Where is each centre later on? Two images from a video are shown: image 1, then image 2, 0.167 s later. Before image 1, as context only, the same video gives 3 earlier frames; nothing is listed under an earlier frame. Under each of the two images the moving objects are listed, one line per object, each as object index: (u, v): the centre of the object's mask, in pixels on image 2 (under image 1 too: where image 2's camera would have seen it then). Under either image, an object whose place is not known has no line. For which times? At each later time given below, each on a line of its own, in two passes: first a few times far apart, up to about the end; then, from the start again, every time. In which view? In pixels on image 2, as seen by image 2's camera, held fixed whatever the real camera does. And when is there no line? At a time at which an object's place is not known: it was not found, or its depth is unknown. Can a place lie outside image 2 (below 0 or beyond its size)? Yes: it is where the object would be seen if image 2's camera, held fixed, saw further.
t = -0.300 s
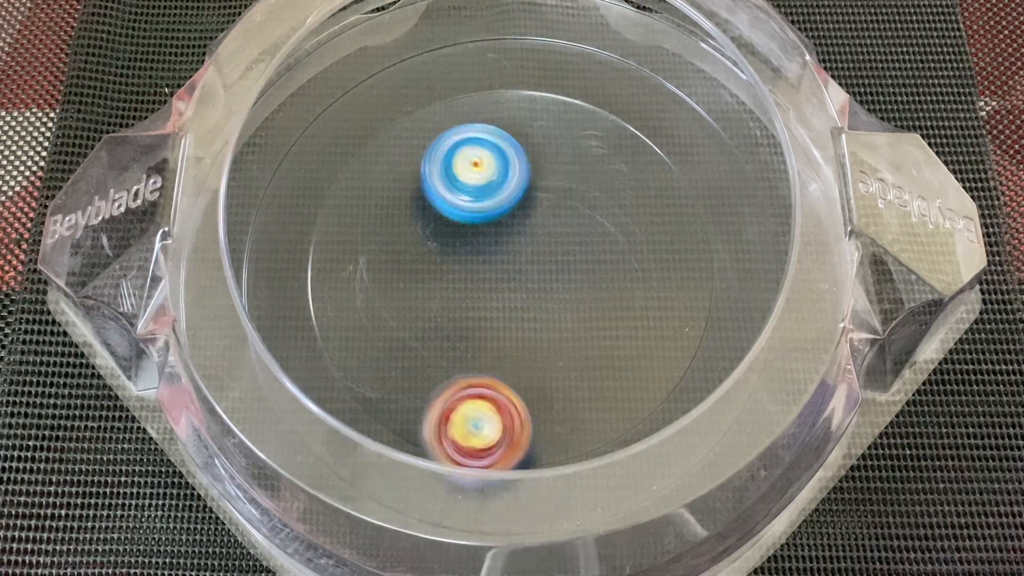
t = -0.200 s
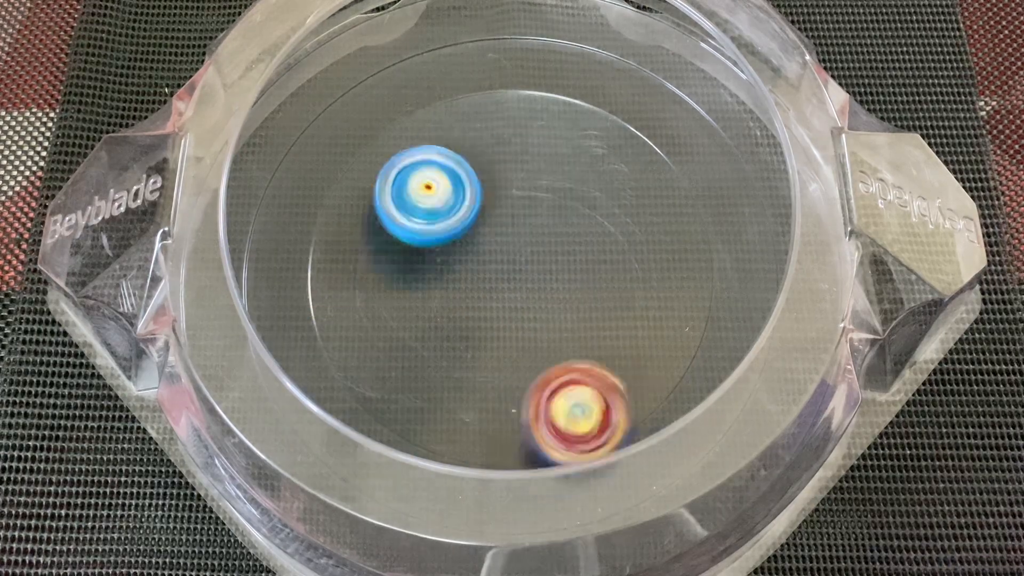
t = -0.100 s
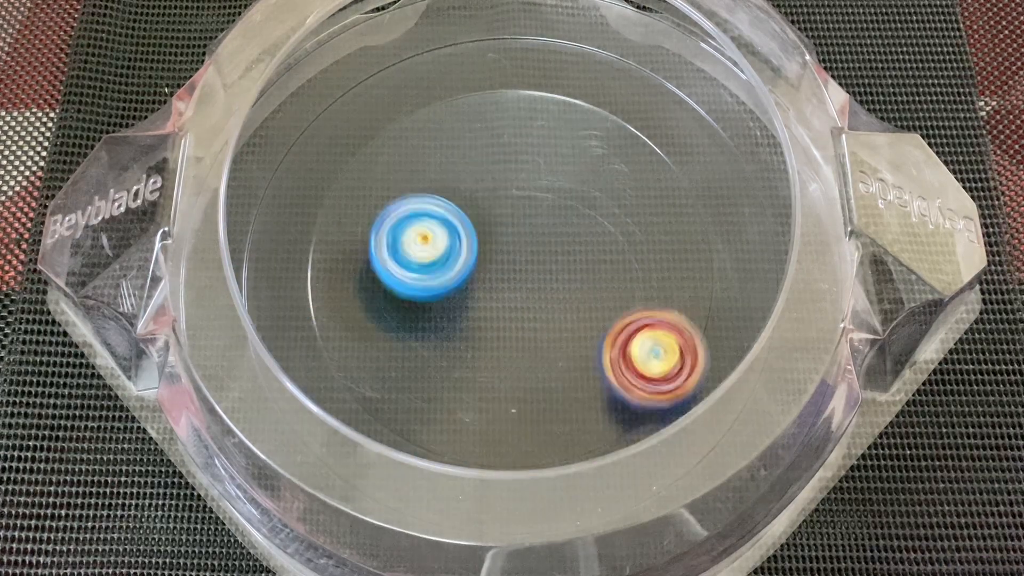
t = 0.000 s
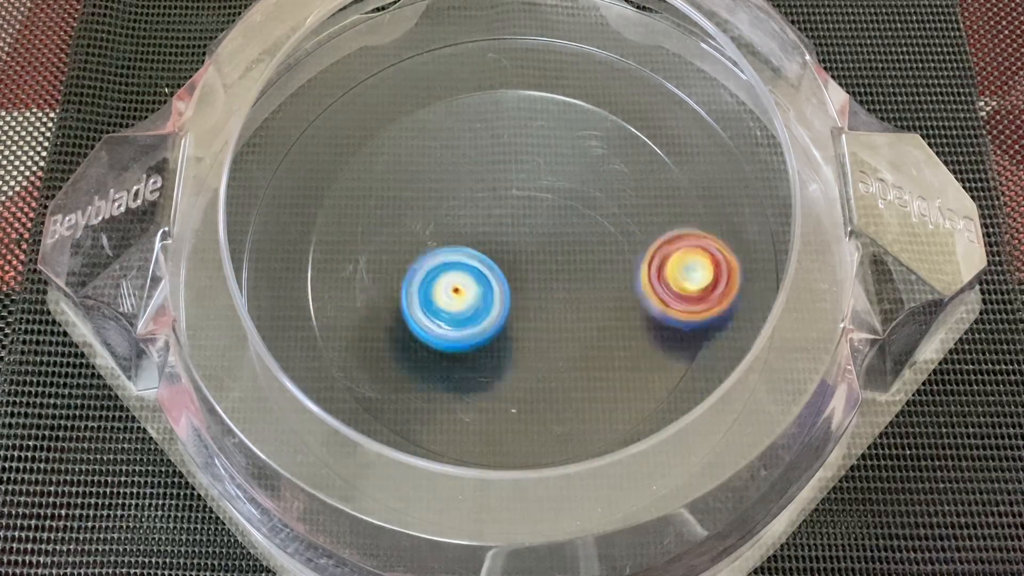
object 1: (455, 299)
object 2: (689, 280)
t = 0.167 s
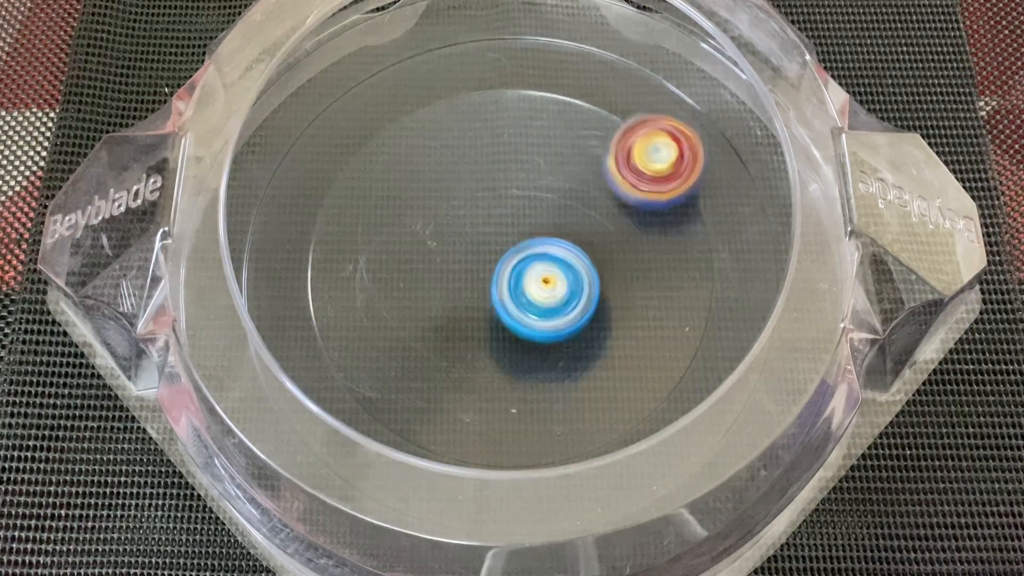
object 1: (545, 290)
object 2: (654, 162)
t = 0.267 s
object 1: (564, 235)
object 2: (587, 114)
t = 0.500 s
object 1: (493, 228)
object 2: (397, 126)
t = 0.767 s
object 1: (534, 305)
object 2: (365, 326)
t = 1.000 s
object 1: (535, 221)
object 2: (552, 393)
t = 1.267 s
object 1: (492, 307)
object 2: (657, 227)
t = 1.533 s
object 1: (548, 249)
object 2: (493, 137)
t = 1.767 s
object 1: (511, 257)
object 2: (391, 271)
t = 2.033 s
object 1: (515, 280)
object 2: (536, 402)
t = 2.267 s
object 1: (502, 261)
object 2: (652, 283)
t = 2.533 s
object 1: (494, 273)
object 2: (506, 167)
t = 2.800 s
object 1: (520, 268)
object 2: (365, 269)
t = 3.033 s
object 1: (517, 266)
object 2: (480, 380)
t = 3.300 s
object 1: (496, 246)
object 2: (633, 277)
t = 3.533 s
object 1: (476, 254)
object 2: (586, 153)
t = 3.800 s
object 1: (503, 338)
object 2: (422, 155)
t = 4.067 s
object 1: (552, 336)
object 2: (411, 303)
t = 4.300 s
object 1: (619, 287)
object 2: (520, 349)
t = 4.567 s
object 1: (659, 204)
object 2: (555, 267)
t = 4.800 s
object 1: (594, 197)
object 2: (455, 223)
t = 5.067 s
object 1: (525, 239)
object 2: (452, 332)
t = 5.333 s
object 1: (514, 225)
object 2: (570, 354)
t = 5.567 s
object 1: (487, 232)
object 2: (601, 269)
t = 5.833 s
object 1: (417, 233)
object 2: (528, 233)
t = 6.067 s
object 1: (411, 257)
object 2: (511, 307)
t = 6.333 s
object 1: (466, 258)
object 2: (598, 290)
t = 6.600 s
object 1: (447, 239)
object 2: (607, 238)
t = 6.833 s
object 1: (429, 276)
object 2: (644, 244)
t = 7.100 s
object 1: (498, 332)
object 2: (614, 276)
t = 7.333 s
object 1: (455, 312)
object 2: (565, 284)
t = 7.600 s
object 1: (340, 296)
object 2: (532, 268)
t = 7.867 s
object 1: (275, 212)
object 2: (477, 274)
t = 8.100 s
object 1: (320, 120)
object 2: (503, 291)
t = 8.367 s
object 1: (426, 52)
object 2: (521, 247)
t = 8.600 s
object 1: (559, 46)
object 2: (494, 247)
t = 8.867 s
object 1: (692, 108)
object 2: (518, 289)
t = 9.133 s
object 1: (758, 247)
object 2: (540, 265)
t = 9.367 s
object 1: (729, 387)
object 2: (493, 265)
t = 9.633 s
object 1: (586, 489)
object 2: (499, 296)
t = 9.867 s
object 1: (422, 488)
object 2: (524, 264)
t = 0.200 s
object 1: (557, 273)
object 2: (634, 142)
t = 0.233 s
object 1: (563, 255)
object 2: (613, 127)
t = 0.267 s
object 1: (564, 235)
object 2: (587, 114)
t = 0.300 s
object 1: (561, 217)
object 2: (560, 108)
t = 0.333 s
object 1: (553, 202)
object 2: (531, 104)
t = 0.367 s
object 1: (545, 200)
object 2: (503, 101)
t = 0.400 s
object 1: (537, 205)
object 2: (474, 96)
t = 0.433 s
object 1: (525, 211)
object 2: (447, 101)
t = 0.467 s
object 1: (509, 219)
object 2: (421, 110)
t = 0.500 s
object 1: (493, 228)
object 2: (397, 126)
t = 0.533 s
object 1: (481, 238)
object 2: (378, 142)
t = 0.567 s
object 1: (473, 249)
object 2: (361, 166)
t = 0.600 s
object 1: (473, 263)
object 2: (349, 189)
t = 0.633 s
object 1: (476, 276)
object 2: (341, 217)
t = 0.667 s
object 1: (486, 290)
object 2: (339, 243)
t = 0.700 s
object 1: (501, 301)
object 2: (342, 273)
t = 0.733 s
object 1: (517, 305)
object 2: (351, 299)
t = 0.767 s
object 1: (534, 305)
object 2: (365, 326)
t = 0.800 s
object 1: (551, 298)
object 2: (383, 347)
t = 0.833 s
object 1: (563, 286)
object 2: (405, 368)
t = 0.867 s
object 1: (570, 271)
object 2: (432, 382)
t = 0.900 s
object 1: (571, 254)
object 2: (461, 394)
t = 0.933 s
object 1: (563, 240)
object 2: (491, 397)
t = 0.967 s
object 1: (552, 229)
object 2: (522, 401)
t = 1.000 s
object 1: (535, 221)
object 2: (552, 393)
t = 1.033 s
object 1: (516, 221)
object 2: (579, 385)
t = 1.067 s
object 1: (499, 225)
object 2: (604, 367)
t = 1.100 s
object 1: (484, 235)
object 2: (625, 351)
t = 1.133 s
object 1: (475, 248)
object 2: (641, 327)
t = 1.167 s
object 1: (470, 262)
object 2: (655, 305)
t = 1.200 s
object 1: (471, 280)
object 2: (660, 278)
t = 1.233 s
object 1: (480, 294)
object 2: (663, 253)
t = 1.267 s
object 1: (492, 307)
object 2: (657, 227)
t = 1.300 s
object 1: (509, 314)
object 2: (648, 202)
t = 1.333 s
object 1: (527, 314)
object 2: (635, 183)
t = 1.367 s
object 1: (543, 310)
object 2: (616, 164)
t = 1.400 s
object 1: (556, 297)
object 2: (595, 151)
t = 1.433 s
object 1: (561, 284)
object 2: (570, 139)
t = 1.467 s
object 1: (562, 269)
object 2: (546, 134)
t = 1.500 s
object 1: (555, 256)
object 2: (517, 133)
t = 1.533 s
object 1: (548, 249)
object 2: (493, 137)
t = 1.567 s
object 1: (537, 244)
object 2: (467, 148)
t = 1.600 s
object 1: (528, 243)
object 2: (444, 160)
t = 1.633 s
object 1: (520, 242)
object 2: (425, 178)
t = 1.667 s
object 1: (514, 245)
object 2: (408, 198)
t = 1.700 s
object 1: (511, 248)
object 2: (398, 222)
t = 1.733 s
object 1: (509, 252)
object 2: (390, 245)
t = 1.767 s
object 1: (511, 257)
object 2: (391, 271)
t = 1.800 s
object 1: (512, 263)
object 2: (394, 296)
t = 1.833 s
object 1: (516, 268)
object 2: (404, 317)
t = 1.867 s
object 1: (517, 274)
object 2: (419, 343)
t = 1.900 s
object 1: (519, 279)
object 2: (437, 359)
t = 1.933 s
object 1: (517, 283)
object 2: (460, 377)
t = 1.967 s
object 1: (518, 284)
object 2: (483, 388)
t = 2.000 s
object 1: (517, 281)
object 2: (508, 397)
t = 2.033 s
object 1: (515, 280)
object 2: (536, 402)
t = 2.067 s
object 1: (512, 276)
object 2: (564, 396)
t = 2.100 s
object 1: (509, 274)
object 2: (590, 390)
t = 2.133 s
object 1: (505, 269)
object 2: (612, 374)
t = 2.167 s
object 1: (504, 267)
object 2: (632, 354)
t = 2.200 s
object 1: (503, 264)
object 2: (645, 333)
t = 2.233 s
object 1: (503, 263)
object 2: (650, 307)
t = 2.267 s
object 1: (502, 261)
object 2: (652, 283)
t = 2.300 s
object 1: (503, 262)
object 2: (646, 259)
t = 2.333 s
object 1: (503, 262)
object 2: (634, 236)
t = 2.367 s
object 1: (504, 263)
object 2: (619, 217)
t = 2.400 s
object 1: (503, 264)
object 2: (599, 201)
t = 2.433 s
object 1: (504, 265)
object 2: (578, 187)
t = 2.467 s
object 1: (501, 266)
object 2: (554, 179)
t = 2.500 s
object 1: (499, 270)
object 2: (529, 171)
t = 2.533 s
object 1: (494, 273)
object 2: (506, 167)
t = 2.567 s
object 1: (494, 272)
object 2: (482, 171)
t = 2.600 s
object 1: (492, 271)
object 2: (457, 176)
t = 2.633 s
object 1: (496, 271)
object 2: (435, 183)
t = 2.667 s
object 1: (501, 271)
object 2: (414, 196)
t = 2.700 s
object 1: (506, 269)
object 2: (396, 208)
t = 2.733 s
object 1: (512, 269)
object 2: (383, 226)
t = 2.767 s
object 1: (515, 267)
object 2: (372, 248)
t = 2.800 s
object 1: (520, 268)
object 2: (365, 269)
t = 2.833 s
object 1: (521, 268)
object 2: (367, 292)
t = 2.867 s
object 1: (522, 268)
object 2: (375, 316)
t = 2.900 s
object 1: (522, 268)
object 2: (387, 336)
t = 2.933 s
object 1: (520, 268)
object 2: (405, 355)
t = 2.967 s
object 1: (520, 268)
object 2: (428, 370)
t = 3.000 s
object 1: (518, 267)
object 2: (451, 377)
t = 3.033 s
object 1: (517, 266)
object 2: (480, 380)
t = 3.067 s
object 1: (515, 266)
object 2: (507, 380)
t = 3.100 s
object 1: (515, 265)
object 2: (532, 372)
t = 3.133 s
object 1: (515, 264)
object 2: (556, 361)
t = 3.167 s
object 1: (512, 259)
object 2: (576, 348)
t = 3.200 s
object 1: (513, 256)
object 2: (593, 330)
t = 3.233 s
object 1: (512, 255)
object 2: (606, 310)
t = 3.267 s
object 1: (506, 250)
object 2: (619, 293)
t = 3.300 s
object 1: (496, 246)
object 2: (633, 277)
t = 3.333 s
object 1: (489, 244)
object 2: (637, 259)
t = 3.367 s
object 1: (484, 244)
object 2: (639, 240)
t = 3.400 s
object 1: (480, 246)
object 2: (636, 222)
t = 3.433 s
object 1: (477, 248)
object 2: (630, 202)
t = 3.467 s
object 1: (476, 250)
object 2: (618, 182)
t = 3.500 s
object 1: (475, 253)
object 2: (605, 166)
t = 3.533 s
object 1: (476, 254)
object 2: (586, 153)
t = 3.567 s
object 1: (477, 256)
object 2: (564, 145)
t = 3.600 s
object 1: (479, 258)
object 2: (541, 140)
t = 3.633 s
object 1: (481, 259)
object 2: (518, 142)
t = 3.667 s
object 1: (483, 261)
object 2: (494, 150)
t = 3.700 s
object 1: (486, 262)
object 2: (472, 162)
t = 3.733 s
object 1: (489, 288)
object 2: (453, 153)
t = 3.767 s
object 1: (496, 316)
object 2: (438, 150)
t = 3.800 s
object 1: (503, 338)
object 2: (422, 155)
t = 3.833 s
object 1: (509, 354)
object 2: (407, 166)
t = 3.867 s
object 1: (519, 362)
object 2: (396, 182)
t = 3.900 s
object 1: (527, 364)
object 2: (387, 199)
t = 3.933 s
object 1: (534, 362)
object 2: (383, 220)
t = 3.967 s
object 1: (540, 356)
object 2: (385, 242)
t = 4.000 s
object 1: (545, 350)
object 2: (388, 265)
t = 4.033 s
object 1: (549, 344)
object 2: (398, 285)
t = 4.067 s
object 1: (552, 336)
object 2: (411, 303)
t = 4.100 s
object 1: (554, 327)
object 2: (428, 318)
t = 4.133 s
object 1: (562, 321)
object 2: (443, 329)
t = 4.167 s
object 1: (584, 314)
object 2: (449, 337)
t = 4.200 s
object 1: (600, 306)
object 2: (461, 343)
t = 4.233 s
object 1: (608, 300)
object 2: (480, 348)
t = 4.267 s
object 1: (613, 294)
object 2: (502, 350)
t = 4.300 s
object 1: (619, 287)
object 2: (520, 349)
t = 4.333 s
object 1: (646, 270)
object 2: (518, 349)
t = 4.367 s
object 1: (664, 254)
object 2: (520, 345)
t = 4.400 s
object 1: (674, 241)
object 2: (526, 338)
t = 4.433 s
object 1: (678, 232)
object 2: (535, 329)
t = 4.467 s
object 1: (676, 224)
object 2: (545, 316)
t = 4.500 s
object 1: (672, 216)
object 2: (554, 301)
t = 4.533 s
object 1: (666, 209)
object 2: (557, 284)
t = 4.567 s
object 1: (659, 204)
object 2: (555, 267)
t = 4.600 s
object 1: (649, 200)
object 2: (549, 251)
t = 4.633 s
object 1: (638, 196)
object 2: (539, 238)
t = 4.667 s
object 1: (629, 193)
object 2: (524, 227)
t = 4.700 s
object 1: (623, 192)
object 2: (507, 221)
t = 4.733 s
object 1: (614, 193)
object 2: (489, 217)
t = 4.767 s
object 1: (604, 195)
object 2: (472, 218)
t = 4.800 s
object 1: (594, 197)
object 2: (455, 223)
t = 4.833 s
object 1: (584, 202)
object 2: (441, 231)
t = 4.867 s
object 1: (574, 208)
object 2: (429, 243)
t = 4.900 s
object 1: (563, 214)
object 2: (421, 258)
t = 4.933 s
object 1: (552, 220)
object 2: (419, 273)
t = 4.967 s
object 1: (541, 228)
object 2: (424, 289)
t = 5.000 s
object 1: (532, 235)
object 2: (434, 304)
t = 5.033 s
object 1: (522, 242)
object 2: (447, 316)
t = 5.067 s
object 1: (525, 239)
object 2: (452, 332)
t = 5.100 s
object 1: (525, 240)
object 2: (462, 343)
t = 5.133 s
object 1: (523, 242)
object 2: (477, 350)
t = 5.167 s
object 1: (519, 246)
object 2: (496, 353)
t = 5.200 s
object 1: (516, 249)
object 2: (513, 353)
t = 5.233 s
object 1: (515, 238)
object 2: (527, 362)
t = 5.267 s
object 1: (514, 230)
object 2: (542, 364)
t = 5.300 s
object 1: (514, 225)
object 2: (556, 362)
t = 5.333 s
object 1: (514, 225)
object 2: (570, 354)
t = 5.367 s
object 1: (514, 227)
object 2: (582, 342)
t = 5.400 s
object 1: (515, 233)
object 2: (591, 327)
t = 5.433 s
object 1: (514, 239)
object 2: (596, 312)
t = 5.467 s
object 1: (504, 233)
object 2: (604, 305)
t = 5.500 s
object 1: (496, 231)
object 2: (606, 295)
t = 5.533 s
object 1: (491, 231)
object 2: (606, 283)
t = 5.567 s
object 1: (487, 232)
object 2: (601, 269)
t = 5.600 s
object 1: (485, 235)
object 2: (592, 257)
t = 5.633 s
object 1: (473, 234)
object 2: (588, 247)
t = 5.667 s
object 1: (456, 232)
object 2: (584, 241)
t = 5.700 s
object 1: (445, 232)
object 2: (576, 236)
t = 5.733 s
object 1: (440, 231)
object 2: (564, 232)
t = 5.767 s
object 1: (437, 231)
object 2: (548, 229)
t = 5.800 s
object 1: (427, 232)
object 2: (537, 230)
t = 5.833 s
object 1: (417, 233)
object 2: (528, 233)
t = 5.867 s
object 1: (411, 235)
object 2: (517, 239)
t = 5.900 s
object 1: (400, 237)
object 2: (511, 248)
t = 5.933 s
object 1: (396, 240)
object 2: (505, 261)
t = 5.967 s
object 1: (395, 243)
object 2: (503, 274)
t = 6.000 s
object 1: (398, 247)
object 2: (502, 286)
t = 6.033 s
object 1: (403, 252)
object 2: (505, 298)
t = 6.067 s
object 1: (411, 257)
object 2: (511, 307)
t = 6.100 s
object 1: (418, 260)
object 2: (521, 315)
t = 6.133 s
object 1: (425, 261)
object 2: (532, 320)
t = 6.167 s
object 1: (433, 263)
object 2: (546, 322)
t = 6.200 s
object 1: (443, 264)
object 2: (558, 320)
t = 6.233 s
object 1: (453, 266)
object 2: (567, 314)
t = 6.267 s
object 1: (464, 268)
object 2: (574, 304)
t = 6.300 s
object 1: (472, 268)
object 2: (579, 293)
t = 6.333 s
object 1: (466, 258)
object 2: (598, 290)
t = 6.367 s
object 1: (463, 250)
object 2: (610, 282)
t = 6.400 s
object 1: (462, 243)
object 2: (614, 274)
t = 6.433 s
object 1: (465, 240)
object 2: (616, 264)
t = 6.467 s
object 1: (469, 239)
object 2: (611, 255)
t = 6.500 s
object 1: (475, 239)
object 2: (605, 247)
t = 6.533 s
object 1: (481, 241)
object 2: (592, 241)
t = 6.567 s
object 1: (475, 242)
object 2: (589, 237)
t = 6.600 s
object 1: (447, 239)
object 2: (607, 238)
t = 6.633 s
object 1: (425, 238)
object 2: (619, 237)
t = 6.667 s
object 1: (409, 240)
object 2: (627, 236)
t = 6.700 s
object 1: (403, 244)
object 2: (635, 238)
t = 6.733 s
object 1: (403, 249)
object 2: (640, 239)
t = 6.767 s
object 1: (409, 257)
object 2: (644, 239)
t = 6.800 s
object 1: (418, 266)
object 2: (647, 241)
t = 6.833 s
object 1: (429, 276)
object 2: (644, 244)
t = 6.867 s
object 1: (445, 288)
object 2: (638, 246)
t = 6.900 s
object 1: (462, 299)
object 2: (631, 251)
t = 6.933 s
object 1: (481, 309)
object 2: (621, 256)
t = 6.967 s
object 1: (502, 316)
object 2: (609, 262)
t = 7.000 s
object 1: (510, 320)
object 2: (607, 266)
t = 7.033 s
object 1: (503, 328)
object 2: (610, 269)
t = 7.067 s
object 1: (498, 332)
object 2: (616, 274)
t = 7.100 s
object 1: (498, 332)
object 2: (614, 276)
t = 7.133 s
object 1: (500, 331)
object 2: (610, 281)
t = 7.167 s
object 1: (501, 328)
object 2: (601, 283)
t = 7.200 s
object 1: (495, 326)
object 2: (597, 286)
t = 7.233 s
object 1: (484, 322)
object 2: (592, 284)
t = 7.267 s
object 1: (471, 318)
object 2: (585, 285)
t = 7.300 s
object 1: (462, 315)
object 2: (575, 283)
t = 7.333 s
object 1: (455, 312)
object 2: (565, 284)
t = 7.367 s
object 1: (451, 310)
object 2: (555, 283)
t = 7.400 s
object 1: (442, 308)
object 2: (549, 284)
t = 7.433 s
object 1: (435, 307)
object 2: (542, 282)
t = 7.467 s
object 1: (420, 304)
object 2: (538, 283)
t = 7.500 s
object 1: (394, 303)
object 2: (543, 278)
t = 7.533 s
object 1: (374, 301)
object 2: (542, 276)
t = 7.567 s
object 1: (357, 299)
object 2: (537, 271)
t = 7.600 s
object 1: (340, 296)
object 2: (532, 268)
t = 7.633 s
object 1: (326, 292)
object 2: (524, 264)
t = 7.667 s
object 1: (316, 288)
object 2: (518, 262)
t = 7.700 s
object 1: (310, 283)
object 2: (511, 262)
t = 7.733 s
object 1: (303, 276)
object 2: (504, 262)
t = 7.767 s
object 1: (295, 265)
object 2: (495, 264)
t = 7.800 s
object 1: (287, 251)
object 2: (489, 265)
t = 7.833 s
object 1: (279, 232)
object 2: (483, 271)
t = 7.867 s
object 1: (275, 212)
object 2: (477, 274)
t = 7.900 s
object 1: (268, 192)
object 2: (476, 281)
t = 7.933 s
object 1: (278, 180)
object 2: (476, 286)
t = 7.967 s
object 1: (287, 167)
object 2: (480, 291)
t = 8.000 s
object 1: (296, 154)
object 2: (483, 294)
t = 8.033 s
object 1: (302, 140)
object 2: (491, 295)
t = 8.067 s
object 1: (308, 126)
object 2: (497, 295)
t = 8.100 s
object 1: (320, 120)
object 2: (503, 291)
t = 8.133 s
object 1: (330, 114)
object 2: (510, 290)
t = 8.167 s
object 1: (342, 105)
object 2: (513, 284)
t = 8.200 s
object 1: (354, 92)
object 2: (519, 279)
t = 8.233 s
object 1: (368, 80)
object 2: (522, 272)
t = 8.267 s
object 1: (385, 67)
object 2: (524, 265)
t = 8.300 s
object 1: (400, 57)
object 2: (524, 259)
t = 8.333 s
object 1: (414, 54)
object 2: (523, 251)
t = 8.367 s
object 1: (426, 52)
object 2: (521, 247)
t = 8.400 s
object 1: (441, 50)
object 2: (516, 241)
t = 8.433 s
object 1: (459, 47)
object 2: (513, 238)
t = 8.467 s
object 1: (478, 45)
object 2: (508, 236)
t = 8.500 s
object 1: (498, 44)
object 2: (505, 236)
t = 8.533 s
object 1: (519, 44)
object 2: (501, 239)
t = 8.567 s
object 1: (539, 44)
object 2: (496, 241)
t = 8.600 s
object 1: (559, 46)
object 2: (494, 247)
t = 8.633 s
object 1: (579, 48)
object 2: (492, 253)
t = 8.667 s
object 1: (600, 52)
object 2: (493, 259)
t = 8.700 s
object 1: (619, 58)
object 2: (495, 265)
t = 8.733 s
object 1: (638, 66)
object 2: (498, 271)
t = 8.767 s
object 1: (654, 75)
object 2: (502, 278)
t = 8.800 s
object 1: (664, 86)
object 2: (506, 281)
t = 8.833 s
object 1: (677, 96)
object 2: (511, 287)
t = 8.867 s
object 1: (692, 108)
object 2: (518, 289)
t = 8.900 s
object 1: (705, 122)
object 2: (526, 290)
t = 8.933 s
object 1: (717, 139)
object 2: (531, 290)
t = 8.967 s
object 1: (728, 156)
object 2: (537, 287)
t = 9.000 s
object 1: (737, 173)
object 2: (542, 285)
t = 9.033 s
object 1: (743, 192)
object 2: (544, 281)
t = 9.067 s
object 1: (752, 211)
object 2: (546, 276)
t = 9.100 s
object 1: (750, 230)
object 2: (544, 271)
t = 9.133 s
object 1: (758, 247)
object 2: (540, 265)
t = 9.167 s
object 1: (759, 266)
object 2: (535, 263)
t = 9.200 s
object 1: (760, 287)
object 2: (527, 260)
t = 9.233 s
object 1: (757, 307)
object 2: (521, 260)
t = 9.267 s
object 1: (752, 327)
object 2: (514, 260)
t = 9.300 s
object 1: (745, 348)
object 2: (508, 260)
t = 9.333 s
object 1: (736, 366)
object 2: (501, 263)
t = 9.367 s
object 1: (729, 387)
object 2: (493, 265)
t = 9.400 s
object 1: (713, 403)
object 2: (489, 269)
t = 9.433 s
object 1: (699, 421)
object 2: (485, 274)
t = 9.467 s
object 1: (683, 437)
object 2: (483, 278)
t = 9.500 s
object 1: (666, 450)
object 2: (480, 285)
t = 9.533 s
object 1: (648, 461)
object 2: (481, 289)
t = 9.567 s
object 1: (626, 473)
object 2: (486, 295)
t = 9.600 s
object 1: (606, 483)
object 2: (492, 297)
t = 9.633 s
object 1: (586, 489)
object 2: (499, 296)
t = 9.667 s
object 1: (563, 497)
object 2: (505, 296)
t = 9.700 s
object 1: (538, 500)
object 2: (509, 291)
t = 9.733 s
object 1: (516, 499)
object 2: (515, 288)
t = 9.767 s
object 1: (493, 498)
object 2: (519, 282)
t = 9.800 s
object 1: (469, 498)
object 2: (522, 276)
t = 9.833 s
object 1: (445, 494)
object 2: (524, 271)
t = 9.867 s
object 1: (422, 488)
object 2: (524, 264)
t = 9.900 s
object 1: (404, 477)
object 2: (525, 259)
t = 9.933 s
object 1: (386, 467)
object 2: (524, 253)
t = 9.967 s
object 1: (366, 456)
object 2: (522, 245)
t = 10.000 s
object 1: (348, 444)
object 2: (518, 243)
